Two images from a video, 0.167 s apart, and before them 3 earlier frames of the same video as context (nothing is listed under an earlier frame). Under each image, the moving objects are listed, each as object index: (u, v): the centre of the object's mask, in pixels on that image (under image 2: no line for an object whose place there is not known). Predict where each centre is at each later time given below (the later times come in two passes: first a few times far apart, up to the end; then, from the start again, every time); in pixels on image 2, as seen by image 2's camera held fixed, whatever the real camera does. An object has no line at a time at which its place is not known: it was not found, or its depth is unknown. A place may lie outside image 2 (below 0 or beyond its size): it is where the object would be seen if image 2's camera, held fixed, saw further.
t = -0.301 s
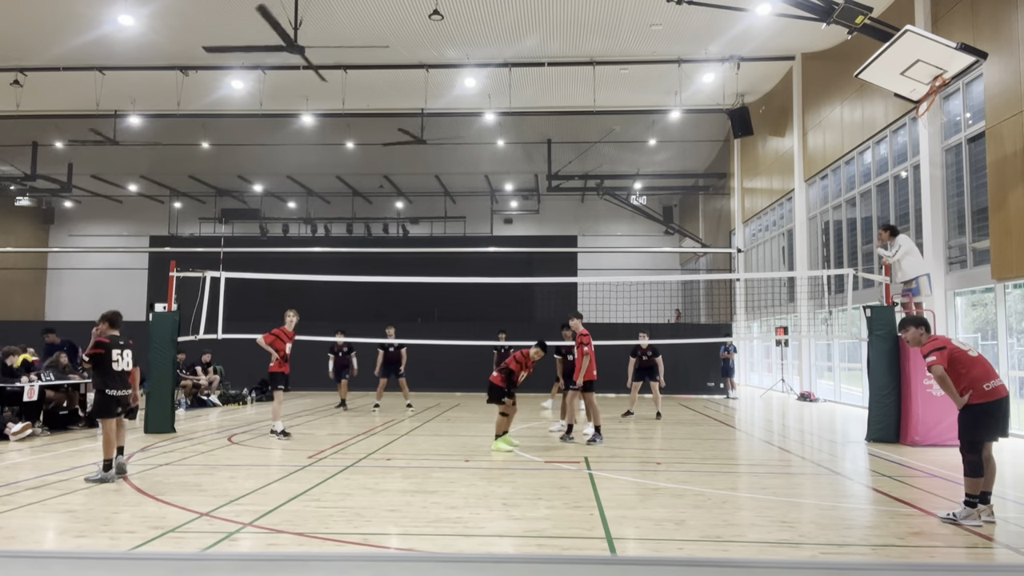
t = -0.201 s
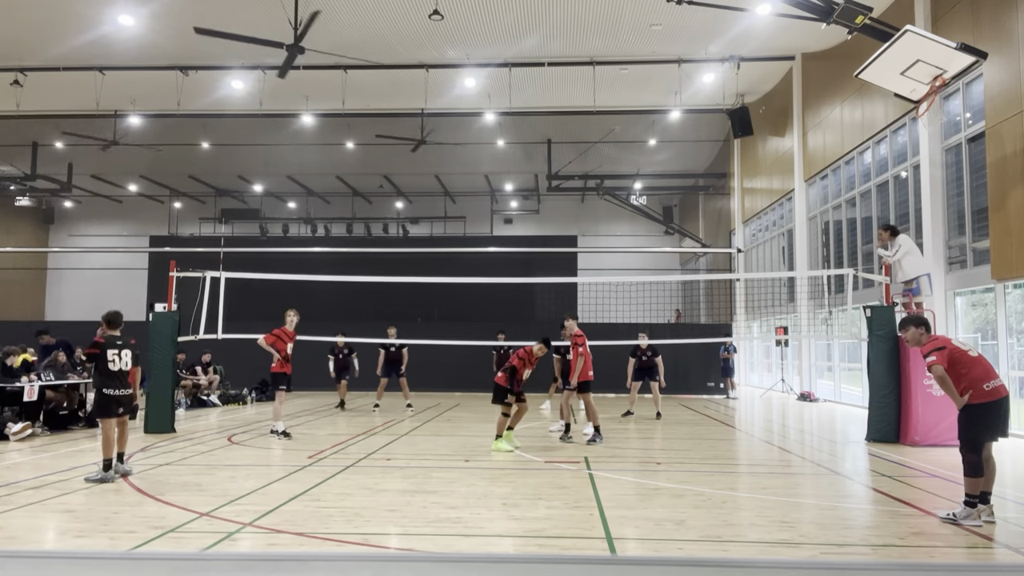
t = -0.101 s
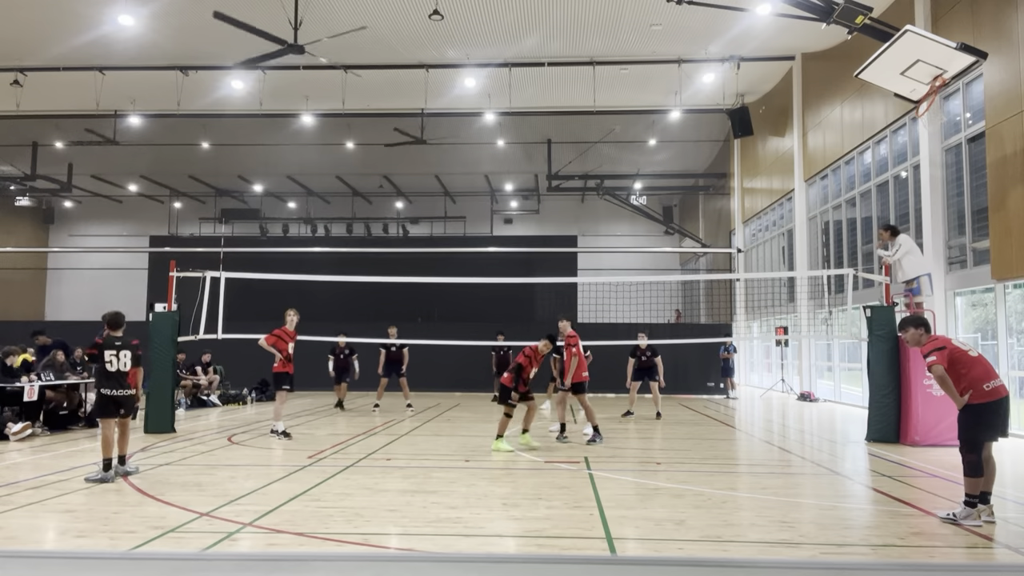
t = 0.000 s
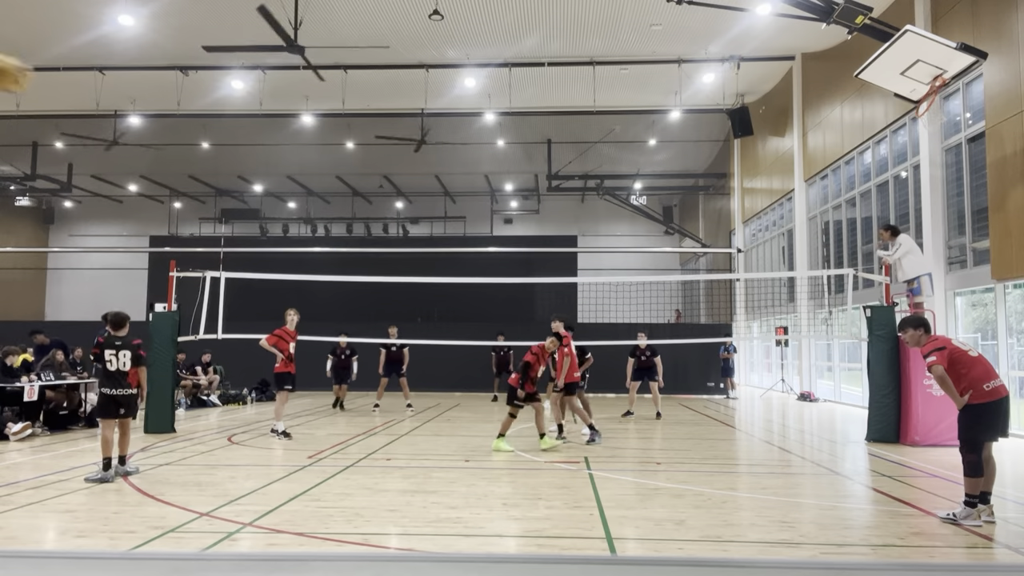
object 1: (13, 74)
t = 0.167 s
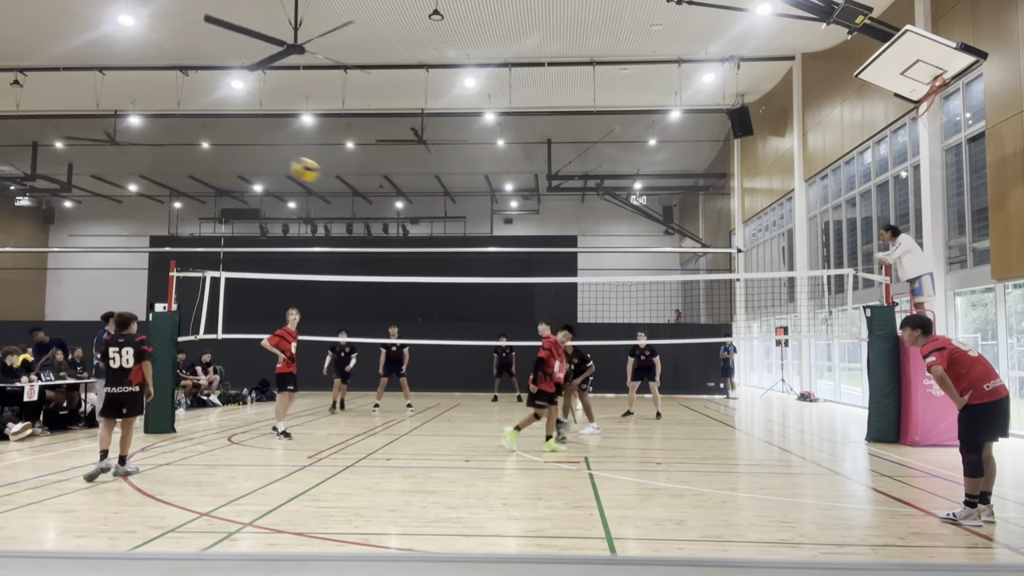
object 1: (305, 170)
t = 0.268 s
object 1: (386, 207)
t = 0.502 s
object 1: (484, 271)
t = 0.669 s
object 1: (524, 314)
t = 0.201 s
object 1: (337, 183)
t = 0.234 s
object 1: (364, 195)
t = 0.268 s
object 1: (386, 207)
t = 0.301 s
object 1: (406, 217)
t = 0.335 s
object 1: (423, 227)
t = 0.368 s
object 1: (438, 236)
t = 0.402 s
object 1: (451, 245)
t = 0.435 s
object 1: (463, 255)
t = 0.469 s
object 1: (474, 263)
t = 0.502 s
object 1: (484, 271)
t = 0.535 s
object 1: (493, 280)
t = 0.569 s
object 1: (501, 289)
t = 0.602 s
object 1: (509, 298)
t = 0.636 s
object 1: (517, 306)
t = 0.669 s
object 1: (524, 314)
